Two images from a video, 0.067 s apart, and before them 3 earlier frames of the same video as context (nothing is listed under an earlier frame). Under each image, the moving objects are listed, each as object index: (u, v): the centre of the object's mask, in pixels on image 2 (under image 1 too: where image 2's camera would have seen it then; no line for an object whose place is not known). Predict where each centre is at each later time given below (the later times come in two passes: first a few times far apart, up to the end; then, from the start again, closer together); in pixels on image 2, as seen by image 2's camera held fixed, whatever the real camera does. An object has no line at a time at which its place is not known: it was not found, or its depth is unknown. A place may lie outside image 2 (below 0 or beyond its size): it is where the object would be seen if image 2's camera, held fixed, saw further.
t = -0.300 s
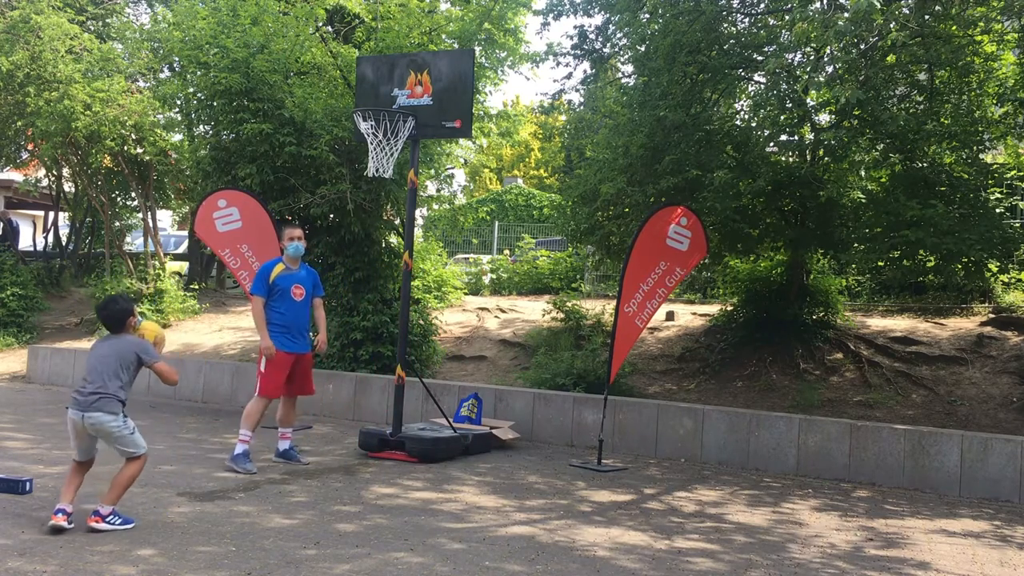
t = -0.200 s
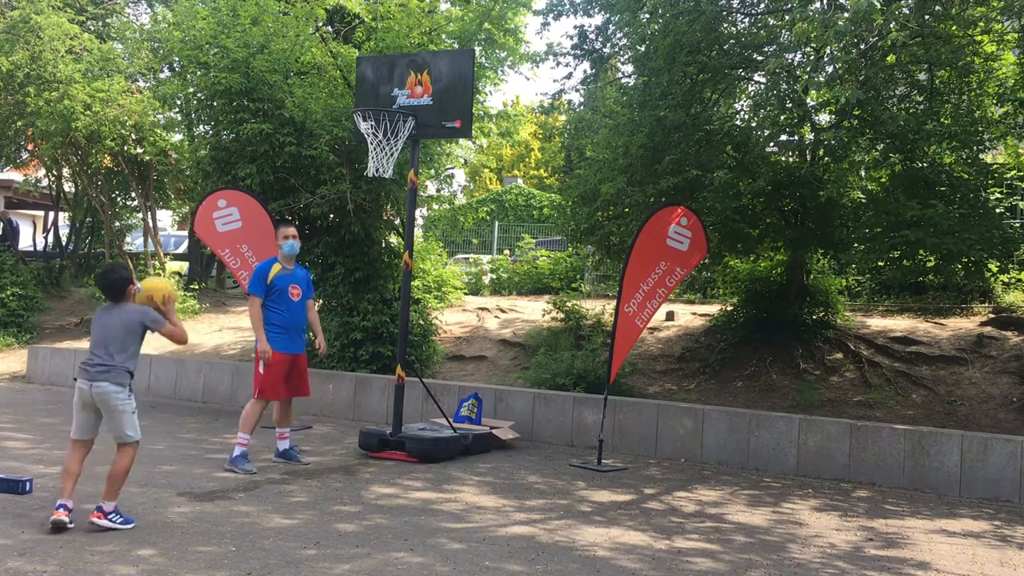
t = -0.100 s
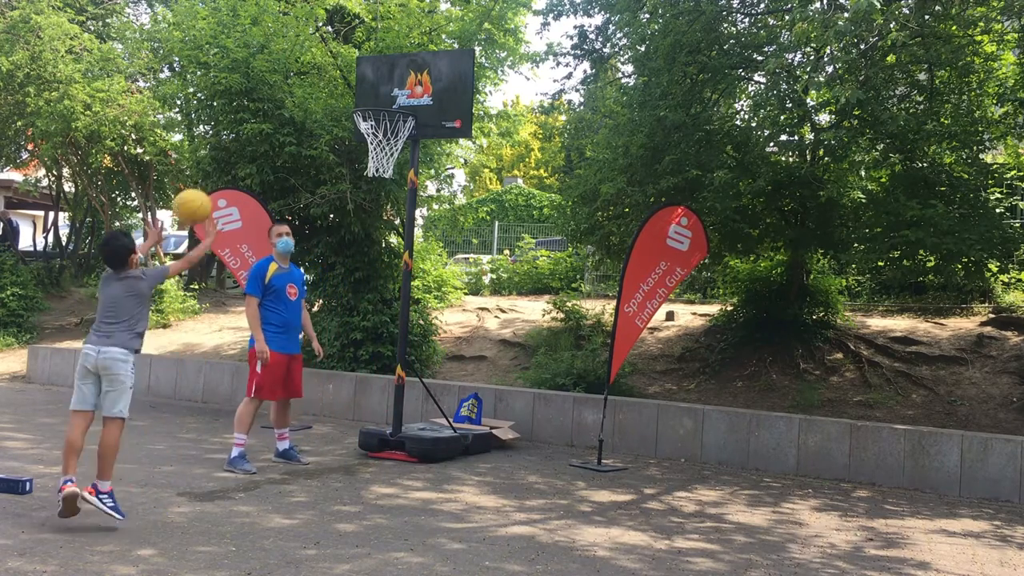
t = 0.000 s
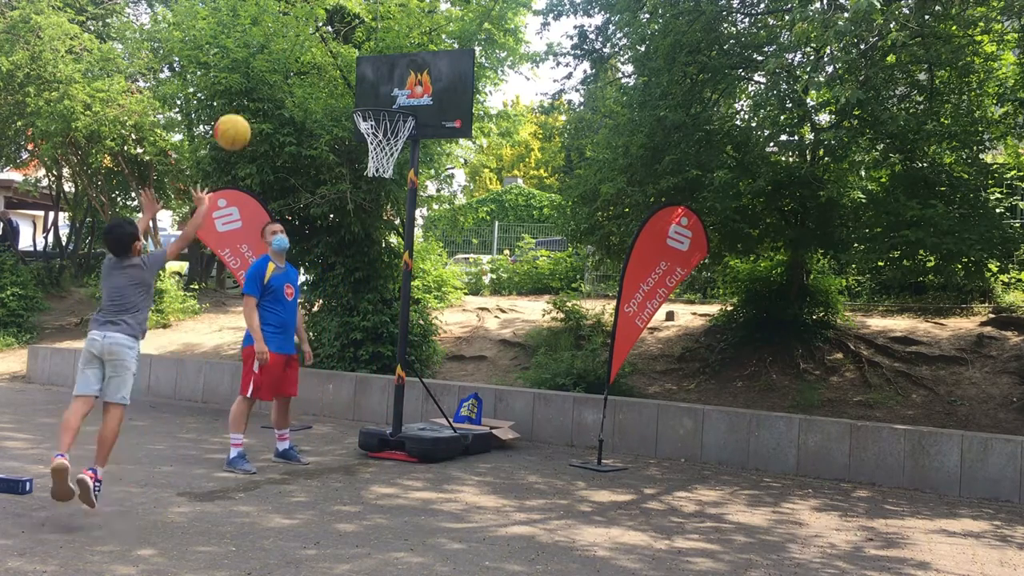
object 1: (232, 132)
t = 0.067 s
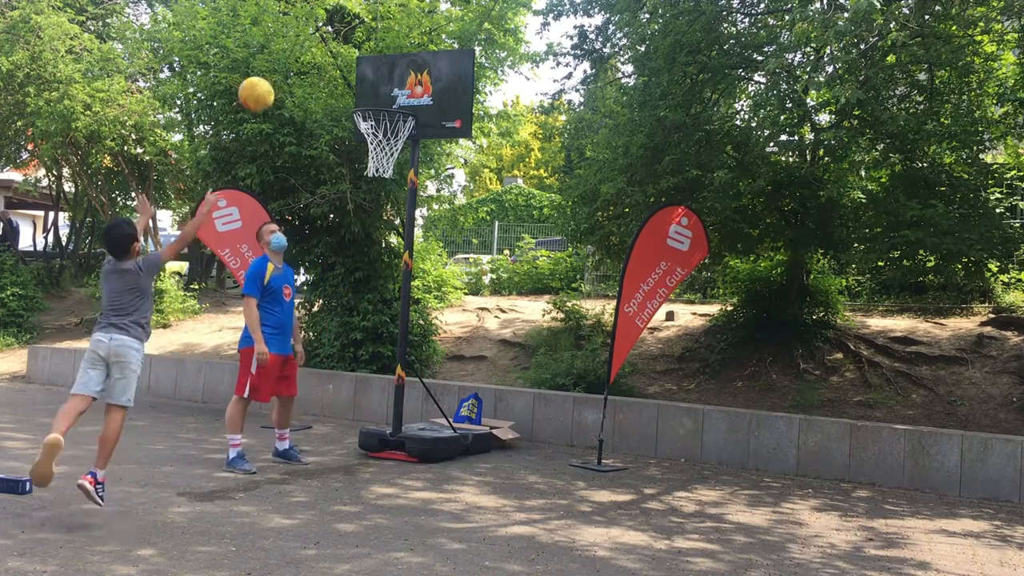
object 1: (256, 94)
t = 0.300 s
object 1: (328, 28)
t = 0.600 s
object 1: (396, 62)
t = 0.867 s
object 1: (425, 77)
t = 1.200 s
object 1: (404, 99)
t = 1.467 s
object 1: (375, 96)
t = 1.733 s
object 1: (393, 142)
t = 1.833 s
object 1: (401, 153)
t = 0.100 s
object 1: (267, 78)
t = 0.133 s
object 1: (278, 65)
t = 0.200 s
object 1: (298, 45)
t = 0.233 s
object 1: (309, 37)
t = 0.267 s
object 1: (318, 32)
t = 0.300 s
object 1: (328, 28)
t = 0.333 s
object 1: (336, 26)
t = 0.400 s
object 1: (352, 26)
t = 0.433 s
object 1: (361, 28)
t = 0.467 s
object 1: (368, 32)
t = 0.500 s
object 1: (376, 37)
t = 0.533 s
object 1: (383, 44)
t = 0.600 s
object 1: (396, 62)
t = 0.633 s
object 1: (402, 72)
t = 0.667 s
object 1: (408, 85)
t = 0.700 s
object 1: (414, 98)
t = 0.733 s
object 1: (418, 102)
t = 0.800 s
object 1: (424, 88)
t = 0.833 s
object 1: (427, 82)
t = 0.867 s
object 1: (425, 77)
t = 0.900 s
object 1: (423, 73)
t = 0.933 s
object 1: (422, 70)
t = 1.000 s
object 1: (418, 70)
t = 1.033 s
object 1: (416, 72)
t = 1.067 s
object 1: (414, 75)
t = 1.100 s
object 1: (412, 79)
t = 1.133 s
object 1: (410, 85)
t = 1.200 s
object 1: (404, 99)
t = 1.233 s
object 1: (401, 96)
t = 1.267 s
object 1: (398, 92)
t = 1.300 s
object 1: (394, 89)
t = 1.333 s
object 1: (390, 88)
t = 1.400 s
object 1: (383, 90)
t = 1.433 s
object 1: (379, 93)
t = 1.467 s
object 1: (375, 96)
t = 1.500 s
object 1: (371, 101)
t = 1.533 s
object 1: (366, 109)
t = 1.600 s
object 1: (376, 116)
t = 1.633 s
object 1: (380, 121)
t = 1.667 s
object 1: (384, 127)
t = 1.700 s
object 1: (388, 134)
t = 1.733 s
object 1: (393, 142)
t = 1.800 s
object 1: (399, 152)
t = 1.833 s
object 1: (401, 153)
